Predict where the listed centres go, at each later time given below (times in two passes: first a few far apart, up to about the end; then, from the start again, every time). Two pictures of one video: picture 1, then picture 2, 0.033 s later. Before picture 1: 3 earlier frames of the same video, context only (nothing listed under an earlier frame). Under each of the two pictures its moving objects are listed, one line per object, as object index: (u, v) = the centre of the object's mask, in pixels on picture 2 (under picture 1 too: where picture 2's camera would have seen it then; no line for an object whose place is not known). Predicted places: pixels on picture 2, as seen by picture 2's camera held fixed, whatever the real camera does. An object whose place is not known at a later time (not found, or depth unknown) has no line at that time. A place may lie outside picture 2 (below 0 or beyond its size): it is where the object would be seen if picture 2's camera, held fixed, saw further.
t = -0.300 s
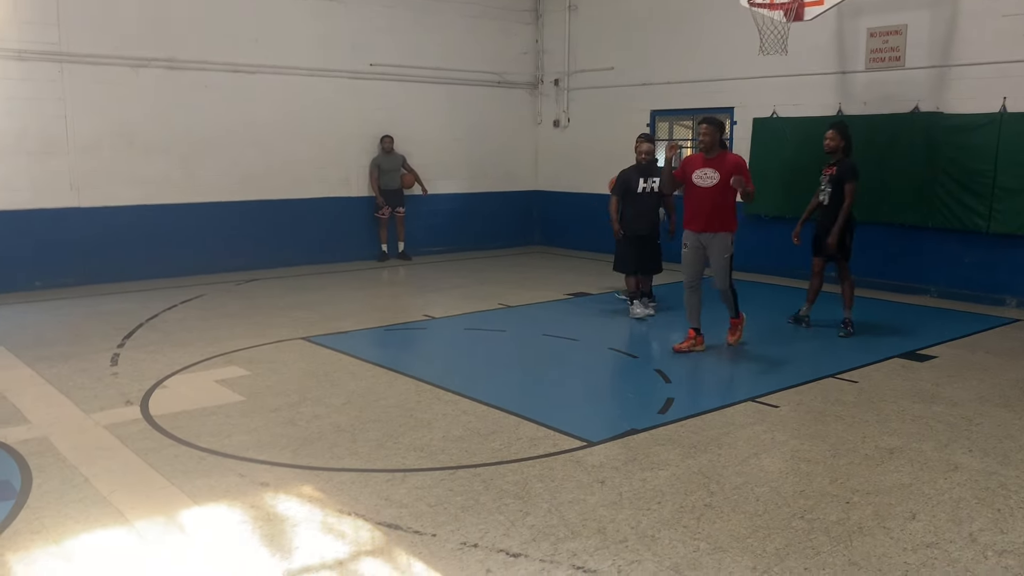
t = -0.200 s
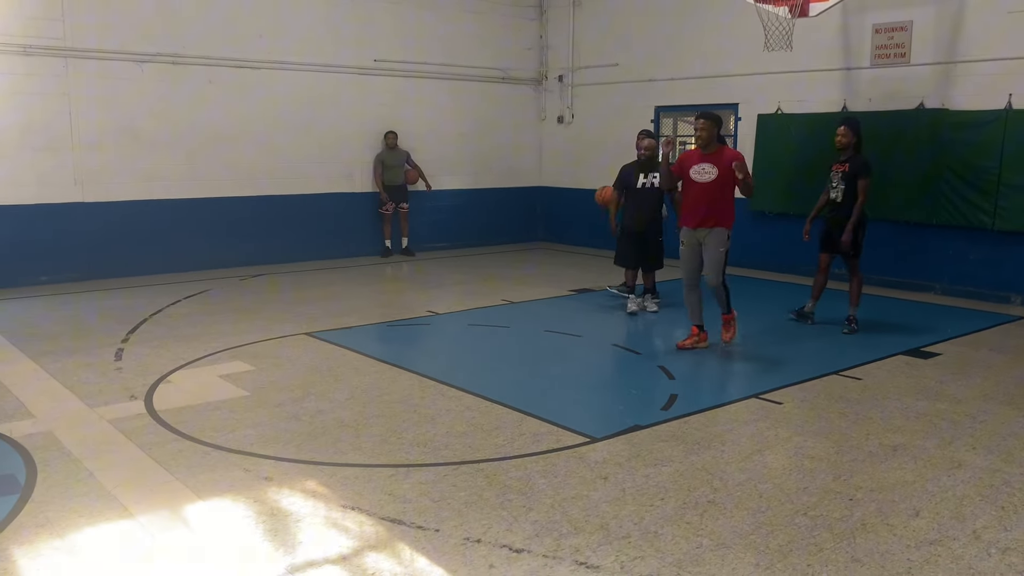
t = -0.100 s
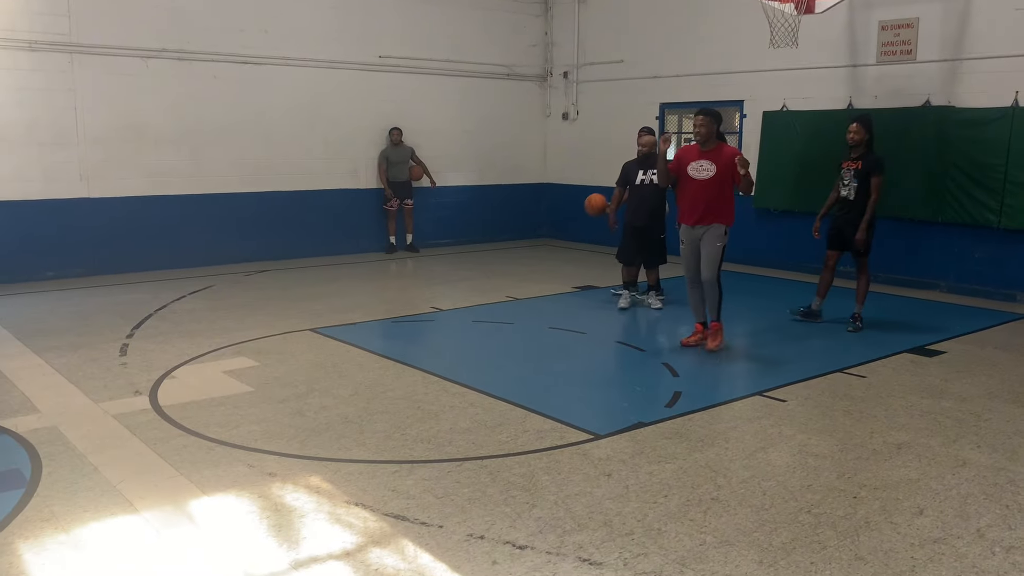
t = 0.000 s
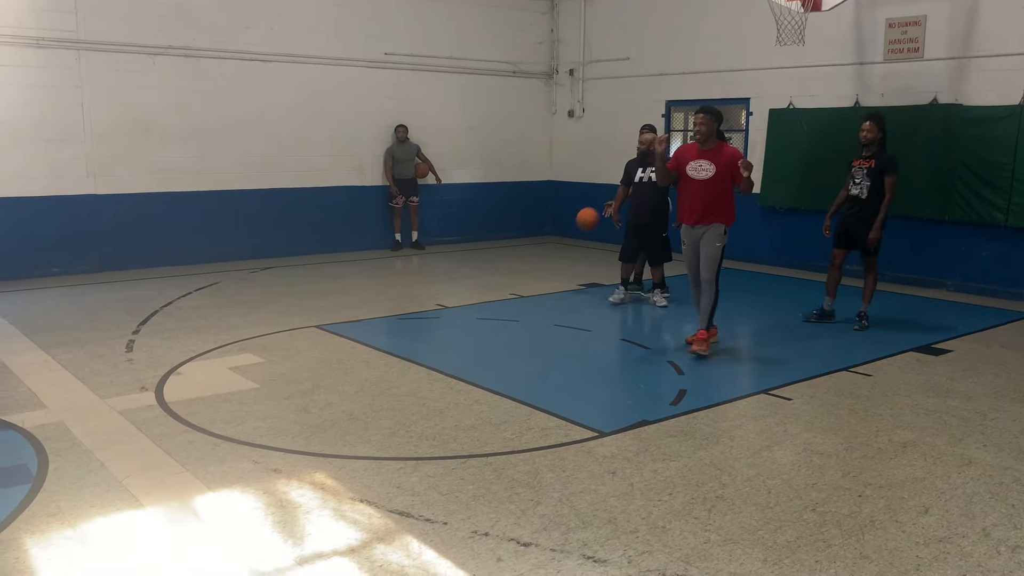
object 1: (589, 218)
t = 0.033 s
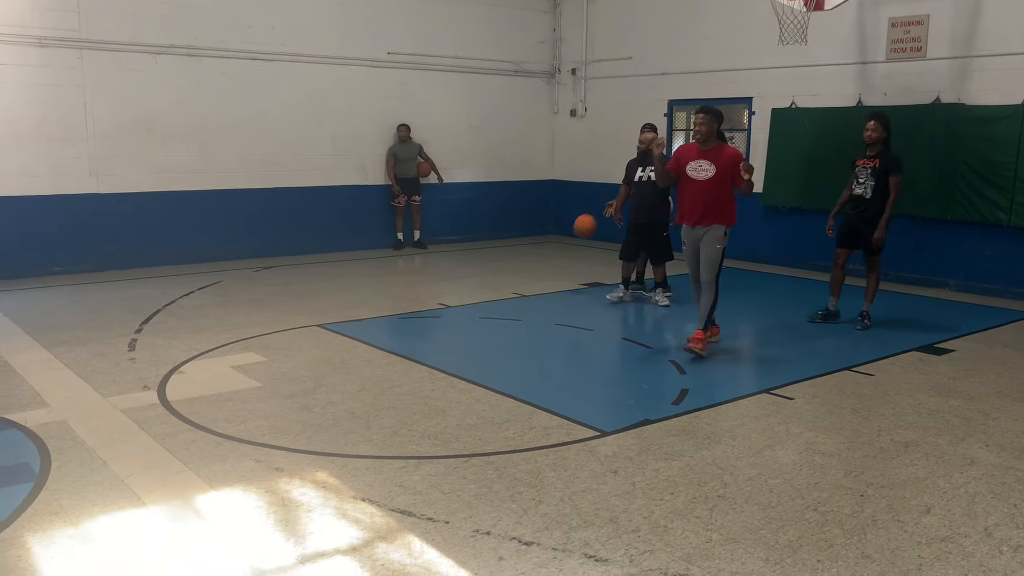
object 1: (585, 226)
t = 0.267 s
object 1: (551, 281)
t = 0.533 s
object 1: (515, 236)
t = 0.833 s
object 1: (469, 271)
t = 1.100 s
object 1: (425, 278)
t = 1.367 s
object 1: (378, 283)
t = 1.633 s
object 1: (327, 305)
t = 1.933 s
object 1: (267, 319)
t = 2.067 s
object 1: (239, 329)
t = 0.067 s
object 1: (580, 235)
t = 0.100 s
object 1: (576, 244)
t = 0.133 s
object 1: (571, 256)
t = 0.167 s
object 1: (566, 268)
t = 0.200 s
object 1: (561, 282)
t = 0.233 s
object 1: (556, 291)
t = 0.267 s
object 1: (551, 281)
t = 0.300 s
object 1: (548, 271)
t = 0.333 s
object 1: (543, 263)
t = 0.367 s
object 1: (538, 256)
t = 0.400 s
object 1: (534, 250)
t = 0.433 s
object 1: (529, 245)
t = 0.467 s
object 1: (525, 241)
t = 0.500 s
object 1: (520, 238)
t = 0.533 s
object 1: (515, 236)
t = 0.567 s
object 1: (510, 236)
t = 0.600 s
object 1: (505, 236)
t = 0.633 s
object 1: (500, 237)
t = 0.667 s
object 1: (495, 240)
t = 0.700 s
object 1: (490, 243)
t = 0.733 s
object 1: (485, 248)
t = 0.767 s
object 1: (479, 255)
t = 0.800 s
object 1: (475, 262)
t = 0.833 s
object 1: (469, 271)
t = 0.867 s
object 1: (464, 281)
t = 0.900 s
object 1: (459, 292)
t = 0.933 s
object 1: (453, 303)
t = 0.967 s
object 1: (448, 303)
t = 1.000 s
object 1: (442, 296)
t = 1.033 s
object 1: (437, 289)
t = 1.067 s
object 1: (431, 283)
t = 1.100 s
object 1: (425, 278)
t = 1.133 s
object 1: (419, 274)
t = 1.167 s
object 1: (414, 272)
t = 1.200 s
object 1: (408, 271)
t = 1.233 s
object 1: (402, 270)
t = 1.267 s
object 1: (396, 272)
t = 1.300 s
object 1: (390, 275)
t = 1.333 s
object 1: (384, 279)
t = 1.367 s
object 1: (378, 283)
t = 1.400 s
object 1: (371, 290)
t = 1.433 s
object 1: (365, 297)
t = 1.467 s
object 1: (359, 307)
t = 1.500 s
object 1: (352, 317)
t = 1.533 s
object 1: (346, 324)
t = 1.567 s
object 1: (340, 315)
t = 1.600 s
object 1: (333, 309)
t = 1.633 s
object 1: (327, 305)
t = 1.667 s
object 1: (321, 301)
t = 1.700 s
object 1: (314, 299)
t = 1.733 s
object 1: (308, 298)
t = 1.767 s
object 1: (301, 298)
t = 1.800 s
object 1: (294, 300)
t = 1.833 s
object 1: (287, 303)
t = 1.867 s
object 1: (280, 307)
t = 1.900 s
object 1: (274, 312)
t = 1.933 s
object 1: (267, 319)
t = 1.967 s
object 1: (260, 328)
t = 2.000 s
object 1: (253, 339)
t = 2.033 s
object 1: (246, 334)
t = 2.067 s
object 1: (239, 329)
